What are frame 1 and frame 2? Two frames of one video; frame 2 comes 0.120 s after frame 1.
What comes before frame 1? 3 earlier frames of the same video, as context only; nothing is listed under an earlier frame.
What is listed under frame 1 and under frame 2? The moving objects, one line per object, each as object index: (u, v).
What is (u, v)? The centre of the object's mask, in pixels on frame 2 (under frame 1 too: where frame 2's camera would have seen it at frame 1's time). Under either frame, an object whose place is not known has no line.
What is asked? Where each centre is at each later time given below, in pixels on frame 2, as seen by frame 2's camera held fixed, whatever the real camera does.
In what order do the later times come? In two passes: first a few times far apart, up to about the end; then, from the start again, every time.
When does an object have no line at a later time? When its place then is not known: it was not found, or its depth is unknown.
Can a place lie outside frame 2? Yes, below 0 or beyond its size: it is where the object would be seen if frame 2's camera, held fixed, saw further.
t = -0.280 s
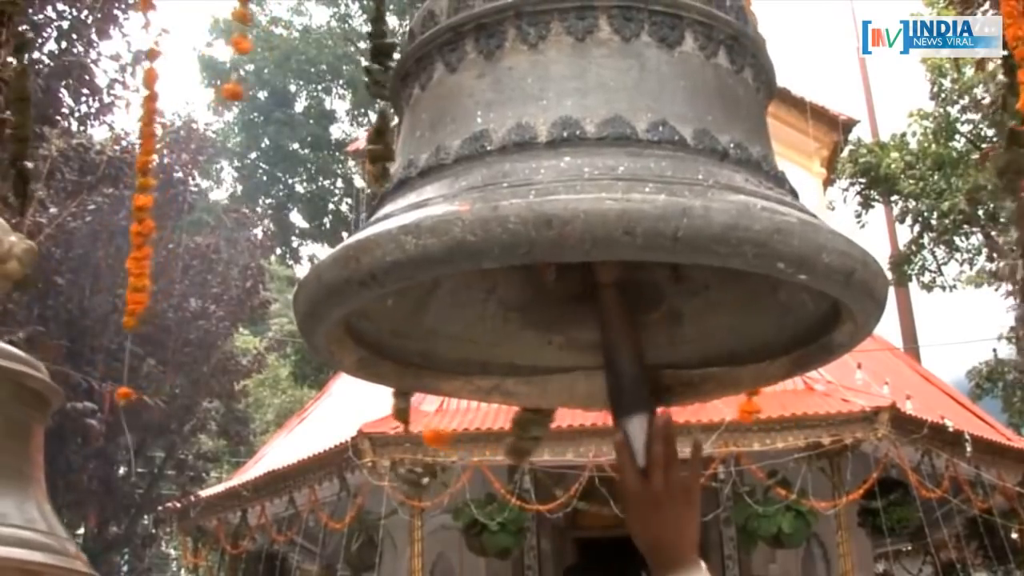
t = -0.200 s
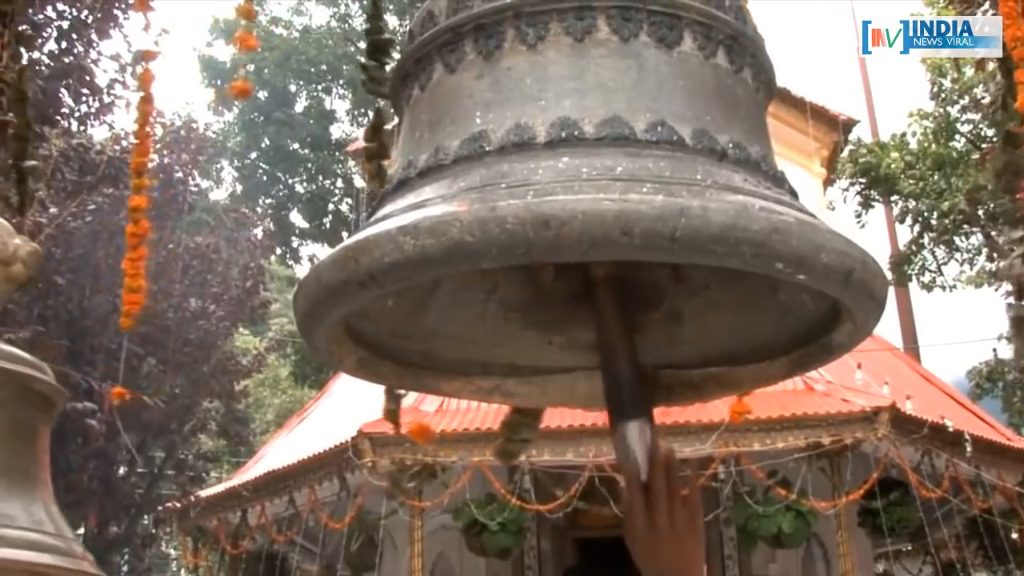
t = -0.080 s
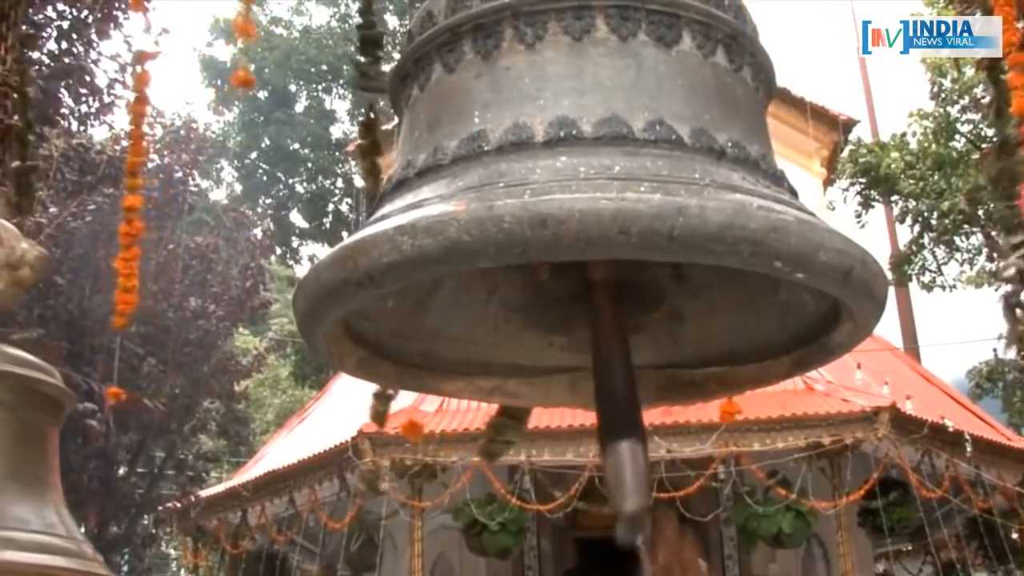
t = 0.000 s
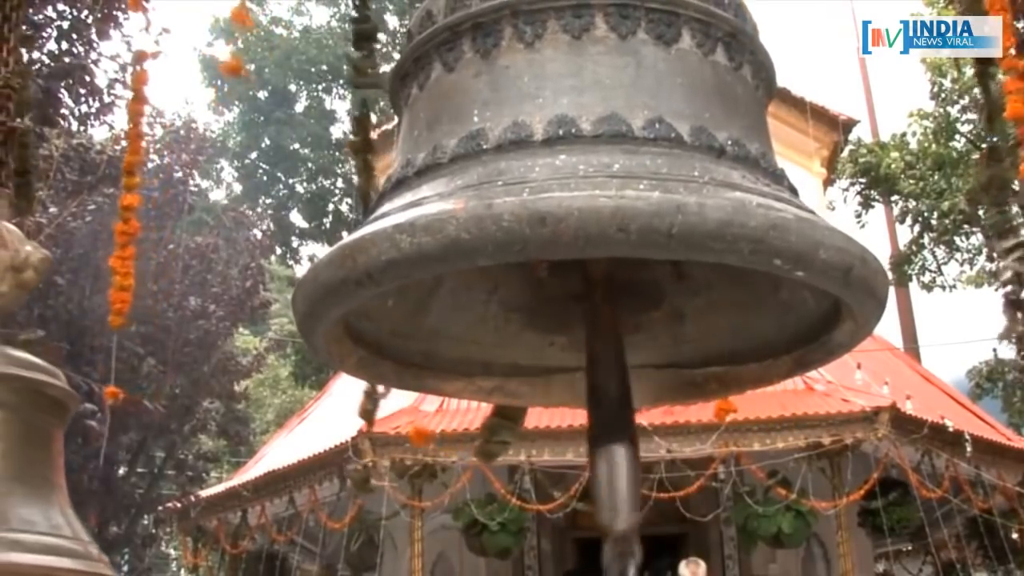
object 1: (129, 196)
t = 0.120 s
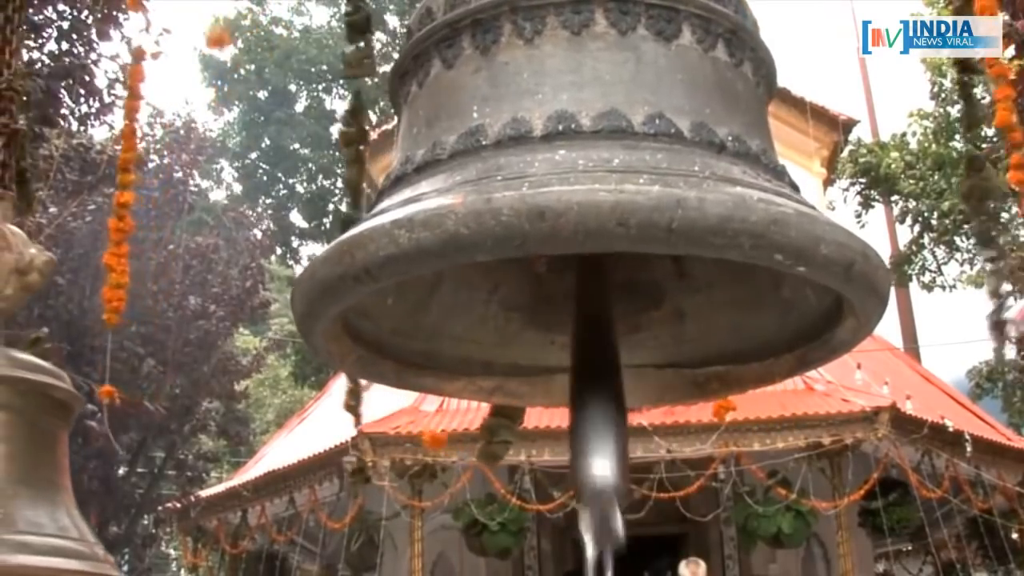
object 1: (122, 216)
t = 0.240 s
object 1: (116, 211)
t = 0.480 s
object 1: (113, 180)
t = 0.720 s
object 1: (115, 183)
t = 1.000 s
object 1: (127, 180)
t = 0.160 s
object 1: (119, 214)
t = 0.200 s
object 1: (118, 212)
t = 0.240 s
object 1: (116, 211)
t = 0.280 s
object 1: (115, 209)
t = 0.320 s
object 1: (114, 210)
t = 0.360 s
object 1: (113, 206)
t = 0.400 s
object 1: (111, 203)
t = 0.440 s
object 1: (111, 200)
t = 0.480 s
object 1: (113, 180)
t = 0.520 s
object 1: (110, 198)
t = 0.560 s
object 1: (110, 196)
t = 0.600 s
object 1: (111, 194)
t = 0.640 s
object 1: (112, 189)
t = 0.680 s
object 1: (114, 184)
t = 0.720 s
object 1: (115, 183)
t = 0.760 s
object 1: (116, 182)
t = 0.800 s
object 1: (118, 182)
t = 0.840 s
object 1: (122, 163)
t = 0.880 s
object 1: (121, 180)
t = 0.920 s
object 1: (124, 179)
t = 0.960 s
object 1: (125, 179)
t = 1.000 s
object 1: (127, 180)
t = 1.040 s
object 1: (128, 182)
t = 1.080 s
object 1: (129, 185)
